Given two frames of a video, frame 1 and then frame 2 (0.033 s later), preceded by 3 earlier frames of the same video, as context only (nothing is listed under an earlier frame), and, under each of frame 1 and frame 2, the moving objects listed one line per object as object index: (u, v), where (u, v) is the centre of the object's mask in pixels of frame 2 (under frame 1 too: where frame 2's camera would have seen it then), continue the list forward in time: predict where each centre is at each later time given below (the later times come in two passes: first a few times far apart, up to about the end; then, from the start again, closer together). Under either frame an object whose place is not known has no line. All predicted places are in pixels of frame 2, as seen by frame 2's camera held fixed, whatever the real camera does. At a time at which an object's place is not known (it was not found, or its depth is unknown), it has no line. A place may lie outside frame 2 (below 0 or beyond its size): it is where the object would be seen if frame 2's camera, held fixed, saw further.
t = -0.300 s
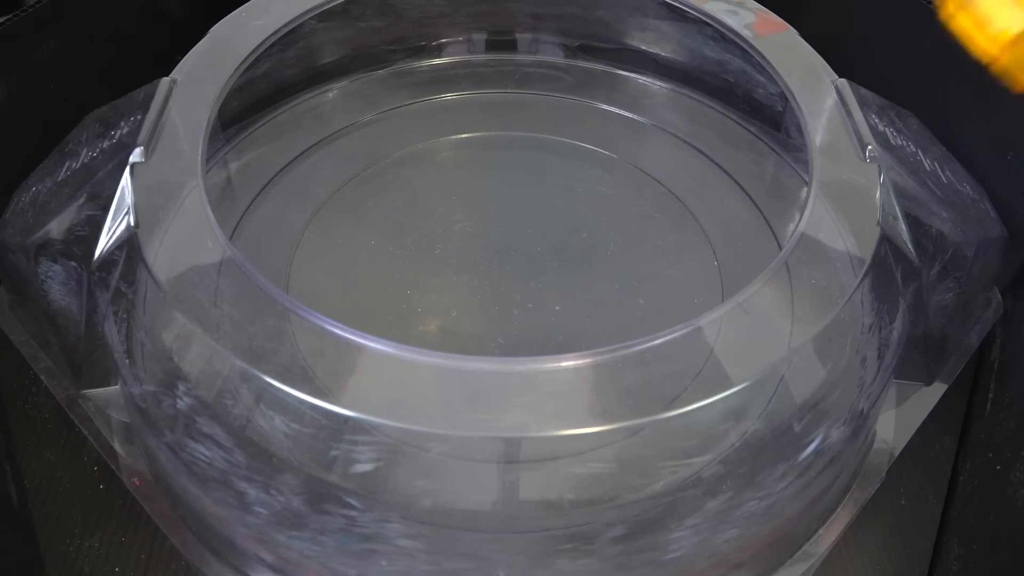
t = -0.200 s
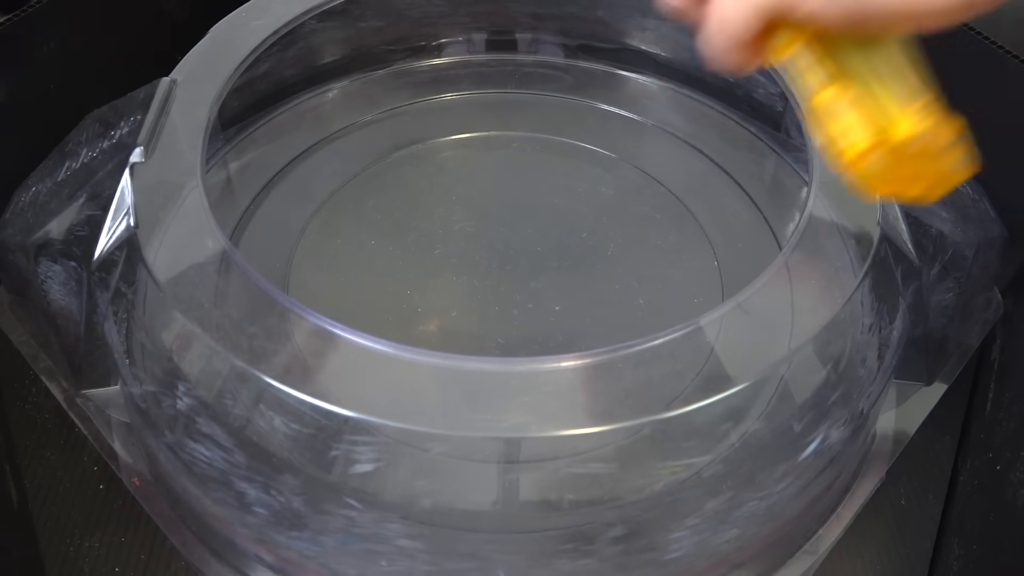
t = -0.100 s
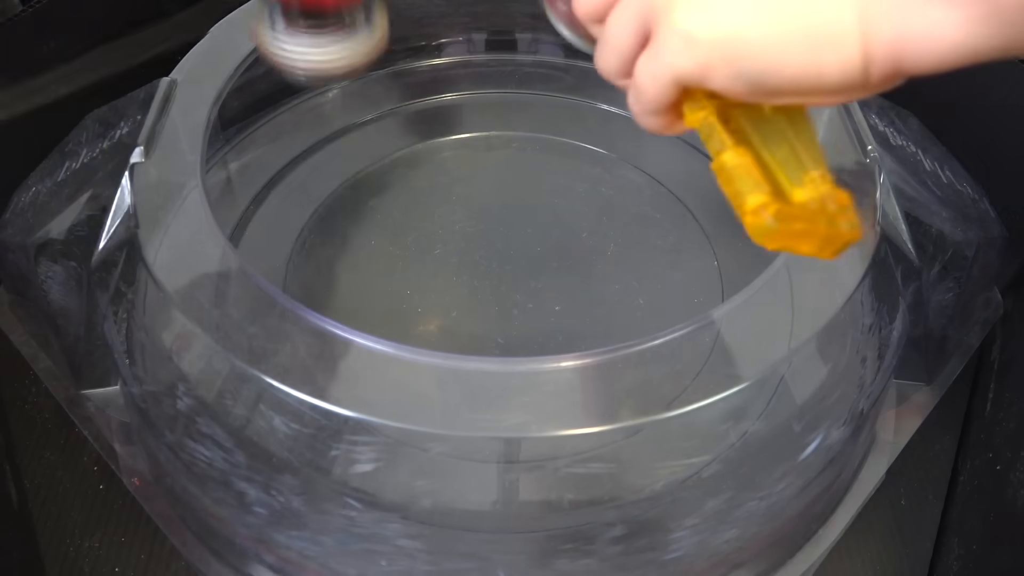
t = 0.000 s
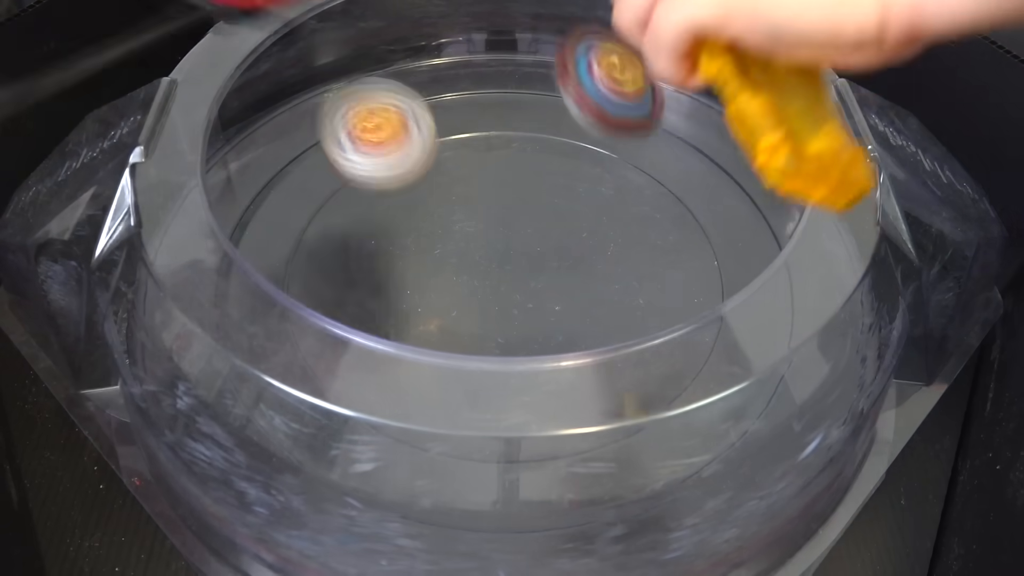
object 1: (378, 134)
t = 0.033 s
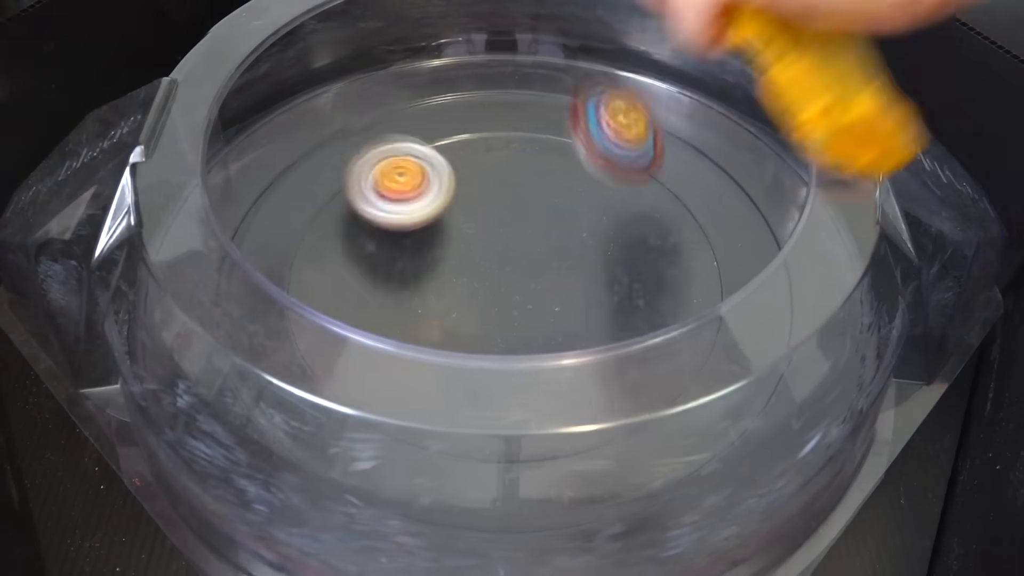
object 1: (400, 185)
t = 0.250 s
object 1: (543, 256)
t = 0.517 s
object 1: (589, 266)
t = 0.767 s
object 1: (502, 215)
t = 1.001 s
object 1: (488, 286)
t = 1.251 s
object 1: (621, 261)
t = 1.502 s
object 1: (535, 168)
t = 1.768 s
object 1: (353, 306)
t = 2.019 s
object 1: (513, 479)
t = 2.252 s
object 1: (713, 419)
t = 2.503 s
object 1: (781, 289)
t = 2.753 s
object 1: (747, 234)
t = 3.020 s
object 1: (649, 208)
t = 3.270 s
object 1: (389, 224)
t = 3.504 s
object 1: (269, 371)
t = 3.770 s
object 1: (382, 447)
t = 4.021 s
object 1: (468, 451)
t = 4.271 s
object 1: (509, 440)
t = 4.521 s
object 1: (570, 368)
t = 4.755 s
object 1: (551, 218)
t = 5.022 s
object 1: (324, 168)
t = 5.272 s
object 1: (241, 249)
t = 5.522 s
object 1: (254, 307)
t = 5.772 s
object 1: (315, 337)
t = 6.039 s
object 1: (595, 361)
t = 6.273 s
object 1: (675, 148)
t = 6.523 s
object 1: (542, 52)
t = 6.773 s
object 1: (443, 58)
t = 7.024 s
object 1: (373, 69)
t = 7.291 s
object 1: (328, 86)
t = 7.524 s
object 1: (309, 95)
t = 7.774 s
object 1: (305, 103)
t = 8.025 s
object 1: (314, 109)
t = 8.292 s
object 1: (360, 165)
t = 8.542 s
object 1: (357, 174)
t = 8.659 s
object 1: (340, 174)
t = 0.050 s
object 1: (412, 181)
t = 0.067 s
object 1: (422, 180)
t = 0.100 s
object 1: (443, 187)
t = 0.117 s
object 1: (456, 194)
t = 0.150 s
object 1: (481, 215)
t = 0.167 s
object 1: (493, 220)
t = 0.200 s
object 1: (515, 237)
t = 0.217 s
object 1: (525, 243)
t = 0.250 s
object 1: (543, 256)
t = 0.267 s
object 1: (552, 259)
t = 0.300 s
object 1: (567, 266)
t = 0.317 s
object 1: (573, 269)
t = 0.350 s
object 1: (583, 272)
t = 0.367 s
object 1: (588, 273)
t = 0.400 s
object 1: (594, 275)
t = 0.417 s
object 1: (595, 275)
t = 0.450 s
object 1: (596, 274)
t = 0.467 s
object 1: (595, 272)
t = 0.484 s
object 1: (594, 270)
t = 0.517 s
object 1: (589, 266)
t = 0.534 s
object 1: (586, 263)
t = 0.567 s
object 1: (579, 255)
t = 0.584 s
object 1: (574, 251)
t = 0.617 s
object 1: (565, 241)
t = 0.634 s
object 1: (560, 236)
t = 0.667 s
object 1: (548, 227)
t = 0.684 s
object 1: (540, 223)
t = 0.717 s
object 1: (525, 218)
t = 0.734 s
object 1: (518, 216)
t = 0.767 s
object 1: (502, 215)
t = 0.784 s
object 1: (495, 216)
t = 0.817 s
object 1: (483, 221)
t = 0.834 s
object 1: (478, 225)
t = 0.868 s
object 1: (472, 236)
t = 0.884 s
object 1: (470, 242)
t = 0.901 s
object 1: (470, 248)
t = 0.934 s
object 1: (471, 261)
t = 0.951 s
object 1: (473, 267)
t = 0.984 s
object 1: (482, 280)
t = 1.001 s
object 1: (488, 286)
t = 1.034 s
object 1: (504, 295)
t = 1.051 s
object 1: (512, 298)
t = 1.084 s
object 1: (532, 302)
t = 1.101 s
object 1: (541, 303)
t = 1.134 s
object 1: (562, 301)
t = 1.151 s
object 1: (573, 299)
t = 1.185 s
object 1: (593, 289)
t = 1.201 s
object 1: (602, 282)
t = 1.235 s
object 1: (617, 269)
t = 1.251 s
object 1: (621, 261)
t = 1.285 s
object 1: (626, 243)
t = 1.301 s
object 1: (627, 234)
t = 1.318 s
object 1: (626, 226)
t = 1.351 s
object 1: (620, 207)
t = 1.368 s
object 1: (615, 200)
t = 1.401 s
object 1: (601, 187)
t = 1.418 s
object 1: (592, 182)
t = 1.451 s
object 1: (571, 174)
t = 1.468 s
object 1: (559, 170)
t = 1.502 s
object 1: (535, 168)
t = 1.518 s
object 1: (523, 168)
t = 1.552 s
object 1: (495, 172)
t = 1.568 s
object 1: (480, 176)
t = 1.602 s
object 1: (452, 188)
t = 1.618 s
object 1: (437, 196)
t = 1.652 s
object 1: (411, 215)
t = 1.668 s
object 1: (399, 225)
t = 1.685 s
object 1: (387, 238)
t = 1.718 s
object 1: (369, 264)
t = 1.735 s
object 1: (364, 276)
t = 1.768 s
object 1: (353, 306)
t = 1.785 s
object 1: (352, 321)
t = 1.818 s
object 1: (357, 350)
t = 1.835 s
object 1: (361, 368)
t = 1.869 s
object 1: (378, 396)
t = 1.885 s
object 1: (391, 411)
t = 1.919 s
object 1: (420, 433)
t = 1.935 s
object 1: (435, 442)
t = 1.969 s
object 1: (465, 461)
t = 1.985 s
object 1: (481, 468)
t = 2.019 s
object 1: (513, 479)
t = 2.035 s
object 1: (529, 482)
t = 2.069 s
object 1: (561, 484)
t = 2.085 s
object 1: (577, 480)
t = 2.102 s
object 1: (591, 475)
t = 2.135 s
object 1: (621, 466)
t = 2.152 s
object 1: (637, 459)
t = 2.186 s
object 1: (664, 447)
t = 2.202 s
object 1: (677, 440)
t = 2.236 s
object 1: (702, 426)
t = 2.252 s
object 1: (713, 419)
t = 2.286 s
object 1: (730, 400)
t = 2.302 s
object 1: (737, 390)
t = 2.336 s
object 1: (753, 373)
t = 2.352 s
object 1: (760, 365)
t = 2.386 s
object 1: (769, 348)
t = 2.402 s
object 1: (774, 340)
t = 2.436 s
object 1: (781, 325)
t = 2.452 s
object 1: (784, 317)
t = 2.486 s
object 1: (779, 296)
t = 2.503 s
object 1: (781, 289)
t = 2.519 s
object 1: (781, 282)
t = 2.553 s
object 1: (780, 269)
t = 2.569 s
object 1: (782, 264)
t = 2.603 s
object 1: (786, 260)
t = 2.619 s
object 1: (786, 260)
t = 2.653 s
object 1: (776, 253)
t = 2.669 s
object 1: (772, 250)
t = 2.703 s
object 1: (766, 245)
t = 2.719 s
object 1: (762, 242)
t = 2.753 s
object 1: (747, 234)
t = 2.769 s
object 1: (746, 232)
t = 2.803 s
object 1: (742, 230)
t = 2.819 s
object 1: (740, 229)
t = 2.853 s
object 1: (734, 226)
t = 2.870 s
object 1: (730, 224)
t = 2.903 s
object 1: (721, 220)
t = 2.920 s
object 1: (715, 219)
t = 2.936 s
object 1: (709, 218)
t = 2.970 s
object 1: (688, 215)
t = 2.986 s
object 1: (675, 213)
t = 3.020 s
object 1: (649, 208)
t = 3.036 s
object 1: (633, 206)
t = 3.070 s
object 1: (602, 202)
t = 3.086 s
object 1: (587, 199)
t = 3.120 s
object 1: (554, 198)
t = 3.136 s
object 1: (537, 198)
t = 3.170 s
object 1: (501, 200)
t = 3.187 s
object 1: (483, 202)
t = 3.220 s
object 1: (444, 208)
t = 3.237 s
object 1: (423, 212)
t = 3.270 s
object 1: (389, 224)
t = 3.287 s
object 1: (370, 231)
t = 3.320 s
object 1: (339, 248)
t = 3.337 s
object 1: (327, 256)
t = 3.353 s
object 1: (318, 261)
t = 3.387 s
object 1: (294, 285)
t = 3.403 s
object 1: (286, 297)
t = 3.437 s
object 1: (277, 323)
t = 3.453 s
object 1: (273, 336)
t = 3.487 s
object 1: (267, 361)
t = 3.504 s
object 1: (269, 371)
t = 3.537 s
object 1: (270, 392)
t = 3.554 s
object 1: (272, 400)
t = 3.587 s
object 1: (288, 411)
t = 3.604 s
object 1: (296, 416)
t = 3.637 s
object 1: (314, 424)
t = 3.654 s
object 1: (323, 428)
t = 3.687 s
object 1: (340, 435)
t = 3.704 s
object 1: (350, 438)
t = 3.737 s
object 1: (366, 442)
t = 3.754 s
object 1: (374, 445)
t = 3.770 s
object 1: (382, 447)
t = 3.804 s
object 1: (397, 449)
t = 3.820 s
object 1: (404, 450)
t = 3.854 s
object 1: (418, 451)
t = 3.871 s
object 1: (424, 451)
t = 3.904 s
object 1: (436, 452)
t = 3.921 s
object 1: (442, 451)
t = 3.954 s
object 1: (451, 451)
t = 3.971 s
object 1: (456, 451)
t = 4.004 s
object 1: (464, 451)
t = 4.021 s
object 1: (468, 451)
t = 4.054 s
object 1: (475, 450)
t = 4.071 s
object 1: (479, 450)
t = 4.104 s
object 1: (485, 449)
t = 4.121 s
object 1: (488, 448)
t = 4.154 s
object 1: (494, 448)
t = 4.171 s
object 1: (496, 447)
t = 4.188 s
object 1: (498, 446)
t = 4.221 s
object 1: (502, 444)
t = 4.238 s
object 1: (504, 442)
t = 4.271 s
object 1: (509, 440)
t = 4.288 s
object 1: (511, 439)
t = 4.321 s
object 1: (515, 436)
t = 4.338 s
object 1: (518, 434)
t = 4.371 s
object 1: (522, 430)
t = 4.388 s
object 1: (525, 427)
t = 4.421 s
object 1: (533, 420)
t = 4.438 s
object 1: (538, 415)
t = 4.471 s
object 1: (549, 398)
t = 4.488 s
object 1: (556, 388)
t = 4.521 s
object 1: (570, 368)
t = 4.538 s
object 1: (577, 358)
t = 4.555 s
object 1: (582, 346)
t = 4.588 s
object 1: (588, 316)
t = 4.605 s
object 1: (592, 310)
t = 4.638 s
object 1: (593, 292)
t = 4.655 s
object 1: (592, 280)
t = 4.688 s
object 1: (583, 259)
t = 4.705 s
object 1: (577, 248)
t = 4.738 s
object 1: (561, 228)
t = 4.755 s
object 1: (551, 218)
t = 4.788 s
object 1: (527, 199)
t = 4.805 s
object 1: (513, 191)
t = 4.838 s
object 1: (484, 176)
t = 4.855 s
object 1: (470, 171)
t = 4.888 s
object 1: (438, 162)
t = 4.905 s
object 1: (423, 159)
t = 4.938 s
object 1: (392, 156)
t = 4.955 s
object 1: (378, 156)
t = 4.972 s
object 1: (363, 157)
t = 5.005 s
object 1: (336, 163)
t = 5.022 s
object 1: (324, 168)
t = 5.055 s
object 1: (302, 182)
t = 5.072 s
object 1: (292, 189)
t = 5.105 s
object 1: (277, 202)
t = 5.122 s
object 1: (271, 207)
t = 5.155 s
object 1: (266, 216)
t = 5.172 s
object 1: (265, 220)
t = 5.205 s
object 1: (251, 231)
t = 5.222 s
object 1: (247, 237)
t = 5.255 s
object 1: (243, 246)
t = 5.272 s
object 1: (241, 249)
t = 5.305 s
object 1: (240, 256)
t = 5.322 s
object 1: (236, 264)
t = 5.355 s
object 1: (239, 268)
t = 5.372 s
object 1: (239, 271)
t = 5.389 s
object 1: (240, 274)
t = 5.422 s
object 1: (242, 279)
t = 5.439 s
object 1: (243, 282)
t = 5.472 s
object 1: (246, 295)
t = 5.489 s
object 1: (248, 299)
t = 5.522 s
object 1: (254, 307)
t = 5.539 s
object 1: (258, 310)
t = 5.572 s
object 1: (266, 317)
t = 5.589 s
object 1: (269, 319)
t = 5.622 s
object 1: (276, 324)
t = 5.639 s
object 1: (280, 325)
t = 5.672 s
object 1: (286, 328)
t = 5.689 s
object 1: (290, 330)
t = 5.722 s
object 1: (297, 332)
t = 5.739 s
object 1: (301, 334)
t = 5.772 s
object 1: (315, 337)
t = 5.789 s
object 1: (324, 338)
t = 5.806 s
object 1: (336, 341)
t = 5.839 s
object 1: (359, 351)
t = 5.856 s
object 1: (374, 357)
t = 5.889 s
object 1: (409, 369)
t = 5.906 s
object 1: (429, 373)
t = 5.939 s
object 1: (471, 382)
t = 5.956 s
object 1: (491, 383)
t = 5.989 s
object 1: (534, 379)
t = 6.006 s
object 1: (556, 374)
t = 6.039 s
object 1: (595, 361)
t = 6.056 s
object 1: (614, 351)
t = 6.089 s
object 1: (647, 329)
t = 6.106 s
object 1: (660, 313)
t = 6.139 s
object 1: (677, 280)
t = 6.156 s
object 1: (687, 266)
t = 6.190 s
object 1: (696, 232)
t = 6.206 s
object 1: (695, 215)
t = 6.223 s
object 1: (693, 196)
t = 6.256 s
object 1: (682, 163)
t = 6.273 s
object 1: (675, 148)
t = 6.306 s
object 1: (661, 122)
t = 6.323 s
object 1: (653, 110)
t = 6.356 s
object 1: (637, 89)
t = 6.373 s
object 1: (626, 80)
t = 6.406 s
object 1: (605, 71)
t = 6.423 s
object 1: (595, 66)
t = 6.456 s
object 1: (576, 59)
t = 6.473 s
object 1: (567, 56)
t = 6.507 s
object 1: (550, 52)
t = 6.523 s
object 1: (542, 52)
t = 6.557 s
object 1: (526, 53)
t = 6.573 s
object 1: (518, 53)
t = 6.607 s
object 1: (504, 54)
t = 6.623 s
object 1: (497, 54)
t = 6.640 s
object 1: (491, 55)
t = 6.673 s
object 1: (478, 56)
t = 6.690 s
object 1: (472, 56)
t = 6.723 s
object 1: (460, 56)
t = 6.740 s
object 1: (454, 57)
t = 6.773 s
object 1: (443, 58)
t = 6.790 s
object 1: (438, 58)
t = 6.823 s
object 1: (427, 59)
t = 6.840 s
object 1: (422, 59)
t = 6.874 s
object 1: (412, 60)
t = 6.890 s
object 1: (407, 61)
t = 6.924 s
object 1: (398, 62)
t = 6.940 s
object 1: (393, 63)
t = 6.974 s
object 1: (385, 65)
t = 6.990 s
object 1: (381, 67)
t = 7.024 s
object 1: (373, 69)
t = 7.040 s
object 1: (369, 71)
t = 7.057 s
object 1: (366, 72)
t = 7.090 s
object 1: (359, 74)
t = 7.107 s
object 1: (356, 75)
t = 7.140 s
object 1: (349, 77)
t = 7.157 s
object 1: (347, 78)
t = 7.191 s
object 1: (341, 80)
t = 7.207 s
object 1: (339, 81)
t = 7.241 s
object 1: (334, 83)
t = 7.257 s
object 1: (332, 84)
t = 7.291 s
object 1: (328, 86)
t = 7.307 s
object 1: (326, 87)
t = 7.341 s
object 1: (323, 88)
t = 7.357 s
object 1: (321, 89)
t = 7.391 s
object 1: (318, 90)
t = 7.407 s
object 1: (317, 91)
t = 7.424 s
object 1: (315, 92)
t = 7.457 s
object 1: (313, 93)
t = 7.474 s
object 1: (312, 93)
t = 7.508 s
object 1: (310, 94)
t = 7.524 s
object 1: (309, 95)
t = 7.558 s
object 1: (308, 96)
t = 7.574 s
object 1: (307, 97)
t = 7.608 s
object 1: (306, 98)
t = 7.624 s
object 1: (306, 98)
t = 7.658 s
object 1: (305, 99)
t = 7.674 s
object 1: (305, 100)
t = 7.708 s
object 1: (305, 101)
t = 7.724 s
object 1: (305, 101)
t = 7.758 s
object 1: (305, 103)
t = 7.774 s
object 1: (305, 103)
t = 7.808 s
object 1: (306, 104)
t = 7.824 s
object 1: (306, 104)
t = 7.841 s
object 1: (306, 105)
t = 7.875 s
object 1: (308, 105)
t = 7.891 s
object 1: (308, 106)
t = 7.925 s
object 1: (309, 106)
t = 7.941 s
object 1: (310, 107)
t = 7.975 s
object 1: (312, 107)
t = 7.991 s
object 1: (312, 108)
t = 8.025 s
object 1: (314, 109)
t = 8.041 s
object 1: (315, 112)
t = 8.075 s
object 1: (318, 120)
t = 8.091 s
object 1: (321, 125)
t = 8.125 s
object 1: (327, 133)
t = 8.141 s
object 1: (330, 135)
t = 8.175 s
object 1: (336, 141)
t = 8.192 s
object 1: (339, 144)
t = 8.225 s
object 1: (345, 147)
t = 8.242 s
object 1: (348, 150)
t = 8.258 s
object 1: (352, 154)
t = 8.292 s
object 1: (360, 165)
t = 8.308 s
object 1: (365, 172)
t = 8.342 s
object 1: (376, 188)
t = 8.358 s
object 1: (381, 196)
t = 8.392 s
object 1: (393, 213)
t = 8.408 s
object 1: (399, 222)
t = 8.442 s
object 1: (395, 214)
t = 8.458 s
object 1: (387, 206)
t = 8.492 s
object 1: (373, 190)
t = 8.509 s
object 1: (367, 183)
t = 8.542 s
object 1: (357, 174)
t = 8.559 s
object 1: (353, 171)
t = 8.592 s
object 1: (347, 168)
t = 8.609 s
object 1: (344, 168)
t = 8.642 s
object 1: (341, 171)
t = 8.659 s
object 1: (340, 174)
